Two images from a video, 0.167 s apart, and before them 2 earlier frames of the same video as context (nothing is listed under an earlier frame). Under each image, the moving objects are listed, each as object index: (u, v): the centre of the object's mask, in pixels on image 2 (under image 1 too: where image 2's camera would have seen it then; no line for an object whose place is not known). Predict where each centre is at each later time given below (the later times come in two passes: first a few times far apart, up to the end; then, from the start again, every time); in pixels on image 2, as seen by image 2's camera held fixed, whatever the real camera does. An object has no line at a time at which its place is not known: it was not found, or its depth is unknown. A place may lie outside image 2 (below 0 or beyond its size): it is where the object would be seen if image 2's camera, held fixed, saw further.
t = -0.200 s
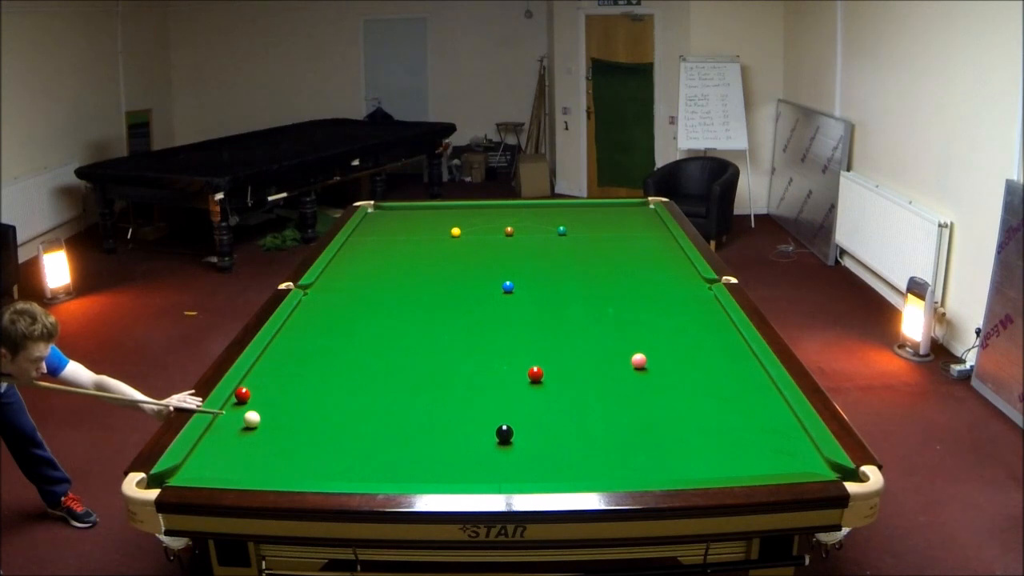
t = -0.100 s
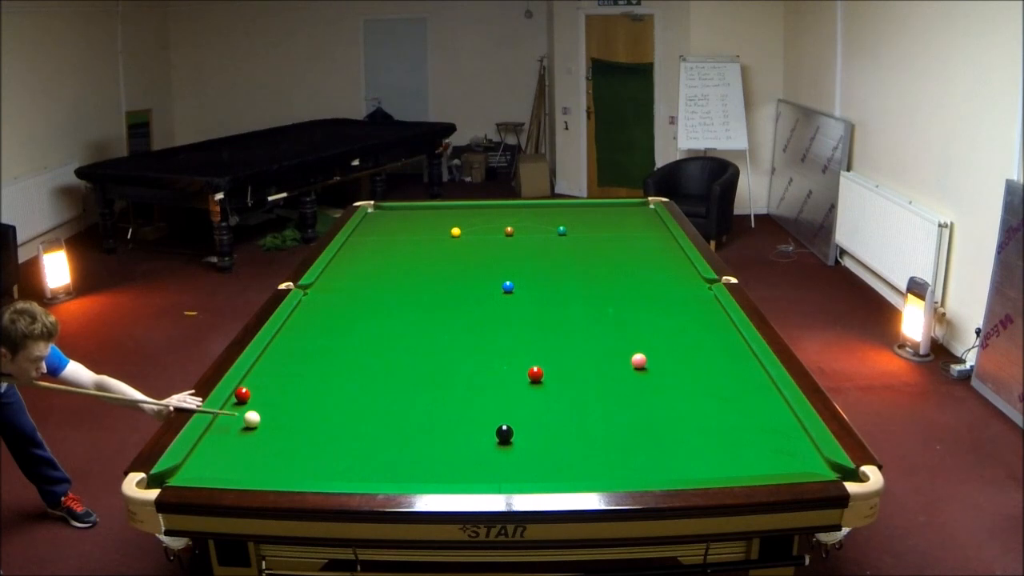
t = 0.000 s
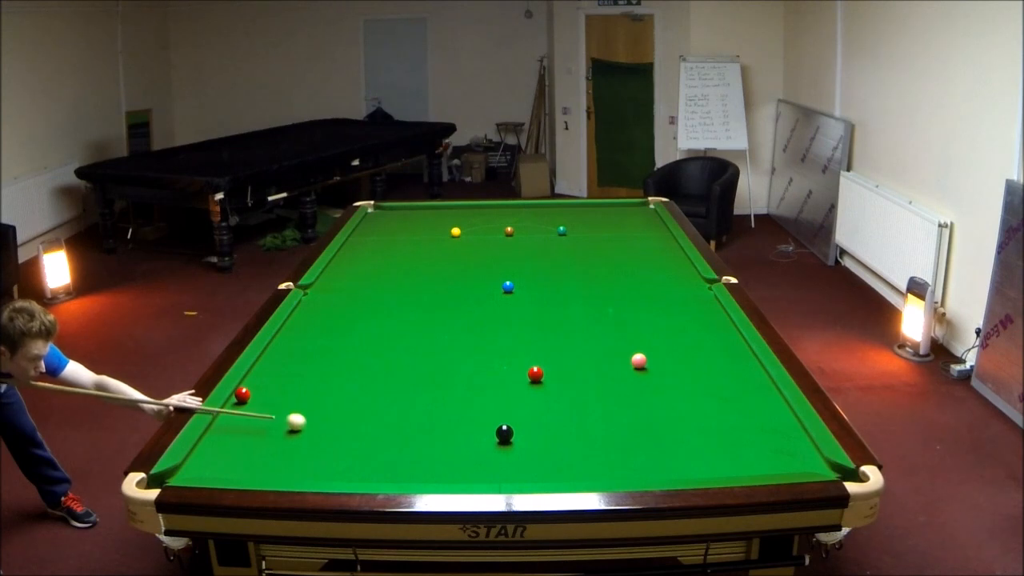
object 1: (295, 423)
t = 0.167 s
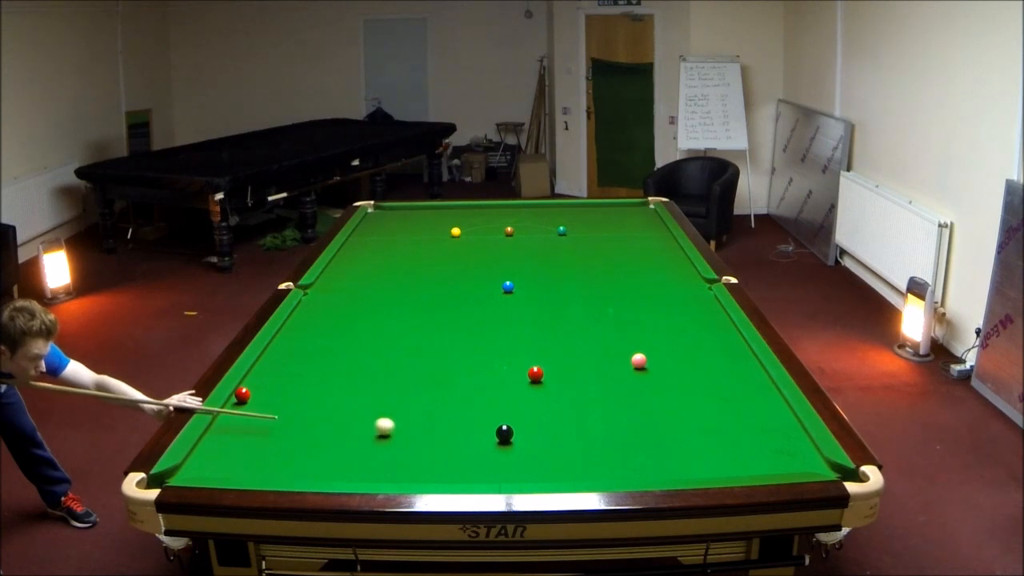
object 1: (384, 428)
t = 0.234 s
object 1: (421, 429)
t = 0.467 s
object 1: (498, 426)
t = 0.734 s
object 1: (545, 416)
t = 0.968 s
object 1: (584, 408)
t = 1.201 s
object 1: (620, 401)
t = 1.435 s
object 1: (653, 394)
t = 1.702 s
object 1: (688, 386)
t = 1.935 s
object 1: (716, 380)
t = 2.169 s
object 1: (742, 374)
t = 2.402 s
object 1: (752, 369)
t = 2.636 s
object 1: (735, 367)
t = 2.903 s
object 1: (716, 364)
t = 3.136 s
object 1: (702, 362)
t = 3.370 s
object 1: (689, 360)
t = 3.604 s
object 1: (677, 359)
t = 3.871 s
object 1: (665, 357)
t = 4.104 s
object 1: (655, 356)
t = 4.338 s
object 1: (648, 355)
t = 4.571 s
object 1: (641, 352)
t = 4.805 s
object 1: (633, 351)
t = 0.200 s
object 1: (402, 429)
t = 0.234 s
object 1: (421, 429)
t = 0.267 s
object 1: (439, 430)
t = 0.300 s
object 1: (457, 430)
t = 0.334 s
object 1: (476, 431)
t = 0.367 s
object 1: (488, 431)
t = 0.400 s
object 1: (491, 429)
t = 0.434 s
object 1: (494, 428)
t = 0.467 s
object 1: (498, 426)
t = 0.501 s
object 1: (503, 425)
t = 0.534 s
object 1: (509, 423)
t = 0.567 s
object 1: (515, 422)
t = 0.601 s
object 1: (521, 421)
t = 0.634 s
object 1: (527, 420)
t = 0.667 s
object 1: (533, 419)
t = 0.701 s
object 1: (539, 418)
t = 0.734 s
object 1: (545, 416)
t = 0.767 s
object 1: (551, 415)
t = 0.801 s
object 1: (556, 414)
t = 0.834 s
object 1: (562, 413)
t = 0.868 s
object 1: (567, 412)
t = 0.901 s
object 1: (573, 411)
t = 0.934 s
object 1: (578, 409)
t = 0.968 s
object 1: (584, 408)
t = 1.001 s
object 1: (589, 407)
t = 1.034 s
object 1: (594, 406)
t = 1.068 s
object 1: (600, 405)
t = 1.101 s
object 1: (605, 405)
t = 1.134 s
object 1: (610, 403)
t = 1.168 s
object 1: (615, 402)
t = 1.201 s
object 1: (620, 401)
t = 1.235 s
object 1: (625, 400)
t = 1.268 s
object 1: (629, 399)
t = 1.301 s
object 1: (634, 398)
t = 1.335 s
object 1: (639, 397)
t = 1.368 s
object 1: (644, 396)
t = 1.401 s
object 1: (648, 395)
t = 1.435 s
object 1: (653, 394)
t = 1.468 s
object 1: (658, 393)
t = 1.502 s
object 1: (662, 392)
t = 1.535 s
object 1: (667, 391)
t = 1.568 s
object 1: (671, 390)
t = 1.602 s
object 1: (675, 389)
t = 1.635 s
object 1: (680, 388)
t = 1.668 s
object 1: (684, 387)
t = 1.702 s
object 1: (688, 386)
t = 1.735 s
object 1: (692, 385)
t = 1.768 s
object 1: (696, 384)
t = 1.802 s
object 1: (700, 384)
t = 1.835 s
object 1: (704, 383)
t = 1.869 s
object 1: (708, 382)
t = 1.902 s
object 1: (712, 381)
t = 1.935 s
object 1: (716, 380)
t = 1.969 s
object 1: (720, 379)
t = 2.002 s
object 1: (723, 378)
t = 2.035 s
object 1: (727, 377)
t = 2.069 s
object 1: (731, 376)
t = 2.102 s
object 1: (735, 375)
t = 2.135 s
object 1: (738, 375)
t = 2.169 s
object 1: (742, 374)
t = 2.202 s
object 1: (745, 373)
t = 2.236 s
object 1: (749, 372)
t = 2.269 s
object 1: (752, 372)
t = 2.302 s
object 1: (755, 371)
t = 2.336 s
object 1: (758, 370)
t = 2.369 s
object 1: (755, 369)
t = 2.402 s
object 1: (752, 369)
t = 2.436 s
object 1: (750, 369)
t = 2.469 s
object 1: (747, 369)
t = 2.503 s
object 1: (744, 368)
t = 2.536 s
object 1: (742, 368)
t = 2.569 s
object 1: (739, 368)
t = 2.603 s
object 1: (737, 367)
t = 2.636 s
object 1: (735, 367)
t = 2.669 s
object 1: (732, 366)
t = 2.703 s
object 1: (730, 366)
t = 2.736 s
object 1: (727, 366)
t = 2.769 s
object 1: (725, 366)
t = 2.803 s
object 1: (723, 365)
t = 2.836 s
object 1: (721, 365)
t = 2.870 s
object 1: (719, 365)
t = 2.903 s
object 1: (716, 364)
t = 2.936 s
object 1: (714, 364)
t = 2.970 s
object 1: (712, 364)
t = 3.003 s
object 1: (710, 364)
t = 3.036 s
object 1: (708, 363)
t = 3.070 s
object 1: (706, 363)
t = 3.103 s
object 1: (704, 363)
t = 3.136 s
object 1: (702, 362)
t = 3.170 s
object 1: (700, 362)
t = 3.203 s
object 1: (698, 362)
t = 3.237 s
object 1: (696, 361)
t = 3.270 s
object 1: (694, 361)
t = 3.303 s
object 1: (692, 361)
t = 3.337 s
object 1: (691, 361)
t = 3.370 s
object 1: (689, 360)
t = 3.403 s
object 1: (687, 360)
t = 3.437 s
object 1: (685, 360)
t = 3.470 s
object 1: (684, 360)
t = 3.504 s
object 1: (682, 359)
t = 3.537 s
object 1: (680, 359)
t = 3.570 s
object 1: (679, 359)
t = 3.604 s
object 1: (677, 359)
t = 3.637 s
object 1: (676, 359)
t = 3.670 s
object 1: (674, 358)
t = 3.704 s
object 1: (672, 358)
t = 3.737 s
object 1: (671, 358)
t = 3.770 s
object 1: (669, 358)
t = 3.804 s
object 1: (668, 358)
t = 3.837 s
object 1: (666, 357)
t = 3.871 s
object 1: (665, 357)
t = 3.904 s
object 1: (663, 357)
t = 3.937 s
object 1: (662, 357)
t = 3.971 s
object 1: (661, 357)
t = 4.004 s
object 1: (659, 357)
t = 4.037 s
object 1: (658, 356)
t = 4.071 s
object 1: (657, 356)
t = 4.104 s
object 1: (655, 356)
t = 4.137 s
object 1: (654, 356)
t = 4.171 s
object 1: (653, 356)
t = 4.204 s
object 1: (652, 356)
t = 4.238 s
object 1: (651, 355)
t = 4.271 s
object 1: (650, 355)
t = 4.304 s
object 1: (649, 355)
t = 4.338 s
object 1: (648, 355)
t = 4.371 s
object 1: (647, 354)
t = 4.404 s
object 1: (646, 354)
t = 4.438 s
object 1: (645, 353)
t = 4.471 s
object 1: (644, 353)
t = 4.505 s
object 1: (643, 352)
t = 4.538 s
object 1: (642, 352)
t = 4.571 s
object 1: (641, 352)
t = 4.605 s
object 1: (639, 351)
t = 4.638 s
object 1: (638, 351)
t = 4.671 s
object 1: (637, 351)
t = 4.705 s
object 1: (636, 350)
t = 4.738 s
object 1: (635, 350)
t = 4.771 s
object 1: (634, 350)
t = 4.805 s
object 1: (633, 351)
